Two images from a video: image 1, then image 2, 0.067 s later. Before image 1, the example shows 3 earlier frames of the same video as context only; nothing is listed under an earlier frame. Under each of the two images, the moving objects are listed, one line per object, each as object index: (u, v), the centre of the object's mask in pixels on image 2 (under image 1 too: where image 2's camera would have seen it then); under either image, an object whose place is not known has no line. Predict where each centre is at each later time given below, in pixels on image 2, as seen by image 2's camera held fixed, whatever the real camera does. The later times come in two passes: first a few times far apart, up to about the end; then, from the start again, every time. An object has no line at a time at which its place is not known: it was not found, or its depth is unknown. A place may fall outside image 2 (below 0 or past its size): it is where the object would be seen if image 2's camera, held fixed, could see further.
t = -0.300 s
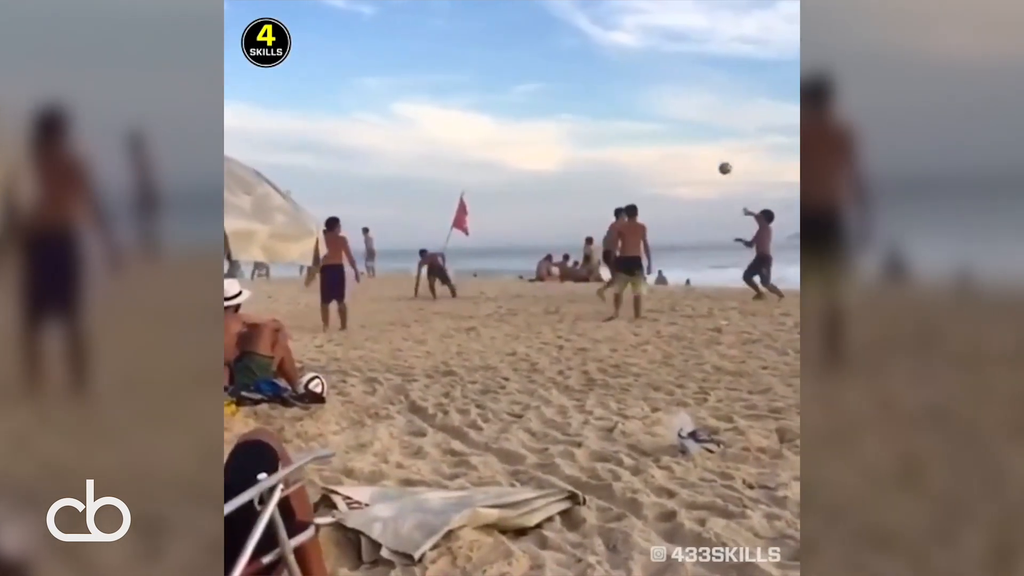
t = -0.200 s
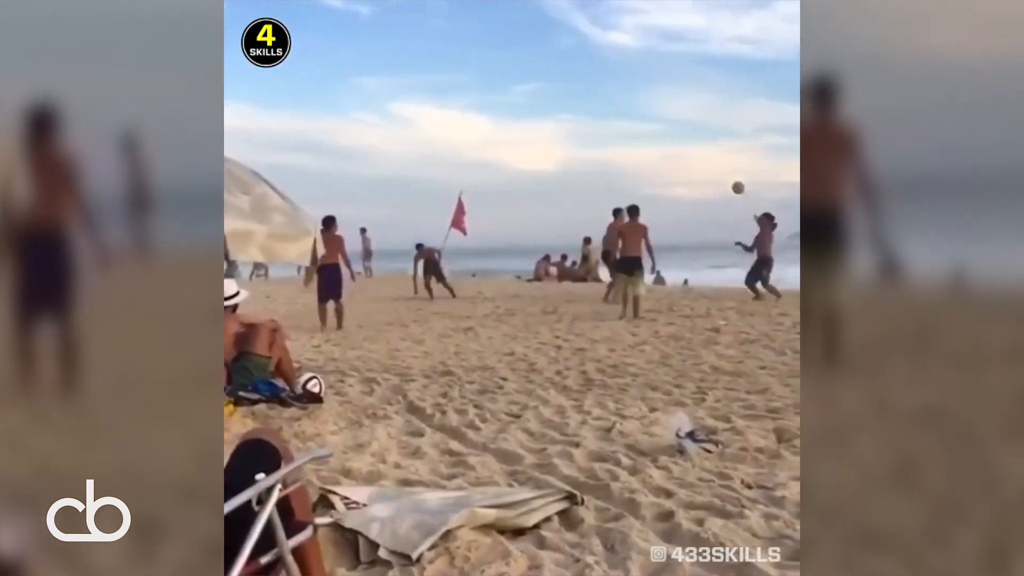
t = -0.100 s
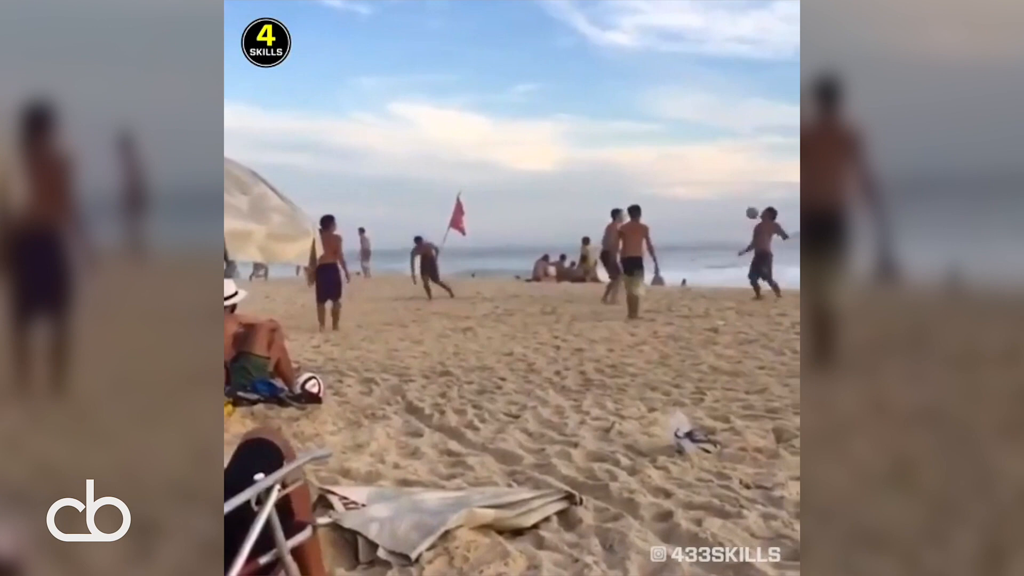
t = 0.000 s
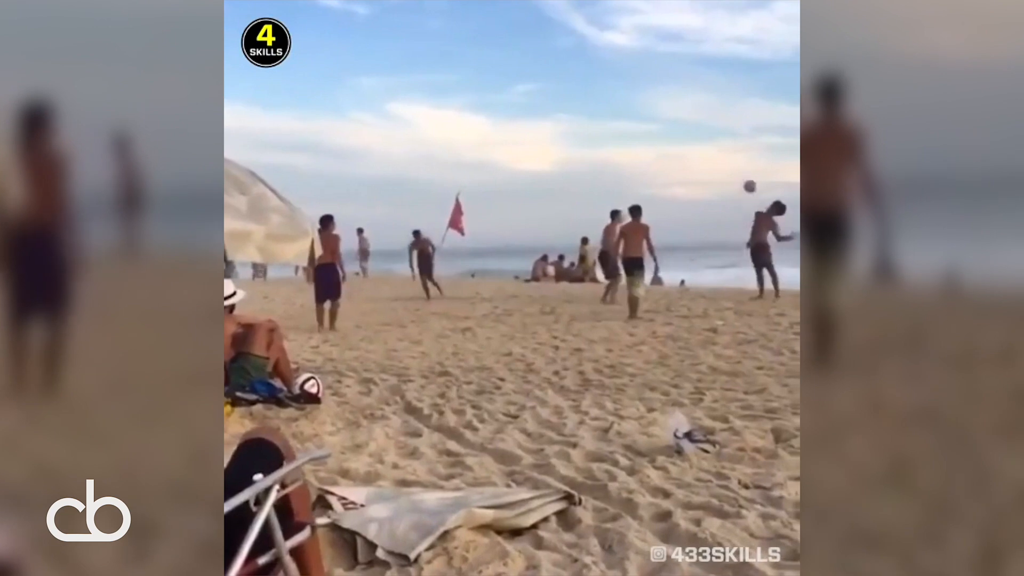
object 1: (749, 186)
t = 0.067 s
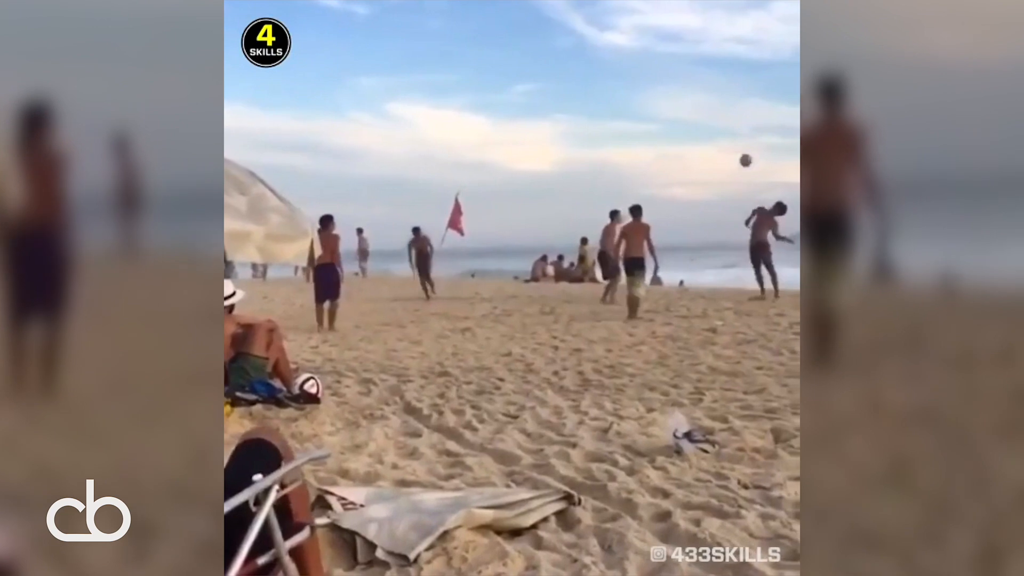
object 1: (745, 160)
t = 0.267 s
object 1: (733, 97)
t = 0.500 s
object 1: (720, 52)
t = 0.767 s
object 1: (705, 39)
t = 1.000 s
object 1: (690, 70)
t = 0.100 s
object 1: (743, 148)
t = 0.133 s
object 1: (741, 136)
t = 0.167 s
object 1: (739, 126)
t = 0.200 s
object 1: (737, 115)
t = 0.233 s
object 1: (735, 106)
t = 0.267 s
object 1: (733, 97)
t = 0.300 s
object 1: (731, 88)
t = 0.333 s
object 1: (729, 81)
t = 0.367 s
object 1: (727, 74)
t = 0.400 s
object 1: (726, 67)
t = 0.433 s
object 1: (724, 61)
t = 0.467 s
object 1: (722, 56)
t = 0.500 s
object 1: (720, 52)
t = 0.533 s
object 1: (718, 48)
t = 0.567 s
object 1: (716, 45)
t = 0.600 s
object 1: (715, 42)
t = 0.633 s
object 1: (713, 40)
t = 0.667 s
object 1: (711, 39)
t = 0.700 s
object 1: (709, 38)
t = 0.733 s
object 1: (707, 38)
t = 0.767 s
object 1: (705, 39)
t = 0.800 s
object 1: (701, 42)
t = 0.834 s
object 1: (699, 45)
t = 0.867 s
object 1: (697, 49)
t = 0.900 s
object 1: (695, 53)
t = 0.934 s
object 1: (693, 58)
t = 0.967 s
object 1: (692, 64)
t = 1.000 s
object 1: (690, 70)
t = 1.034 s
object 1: (688, 77)
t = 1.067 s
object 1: (686, 85)
